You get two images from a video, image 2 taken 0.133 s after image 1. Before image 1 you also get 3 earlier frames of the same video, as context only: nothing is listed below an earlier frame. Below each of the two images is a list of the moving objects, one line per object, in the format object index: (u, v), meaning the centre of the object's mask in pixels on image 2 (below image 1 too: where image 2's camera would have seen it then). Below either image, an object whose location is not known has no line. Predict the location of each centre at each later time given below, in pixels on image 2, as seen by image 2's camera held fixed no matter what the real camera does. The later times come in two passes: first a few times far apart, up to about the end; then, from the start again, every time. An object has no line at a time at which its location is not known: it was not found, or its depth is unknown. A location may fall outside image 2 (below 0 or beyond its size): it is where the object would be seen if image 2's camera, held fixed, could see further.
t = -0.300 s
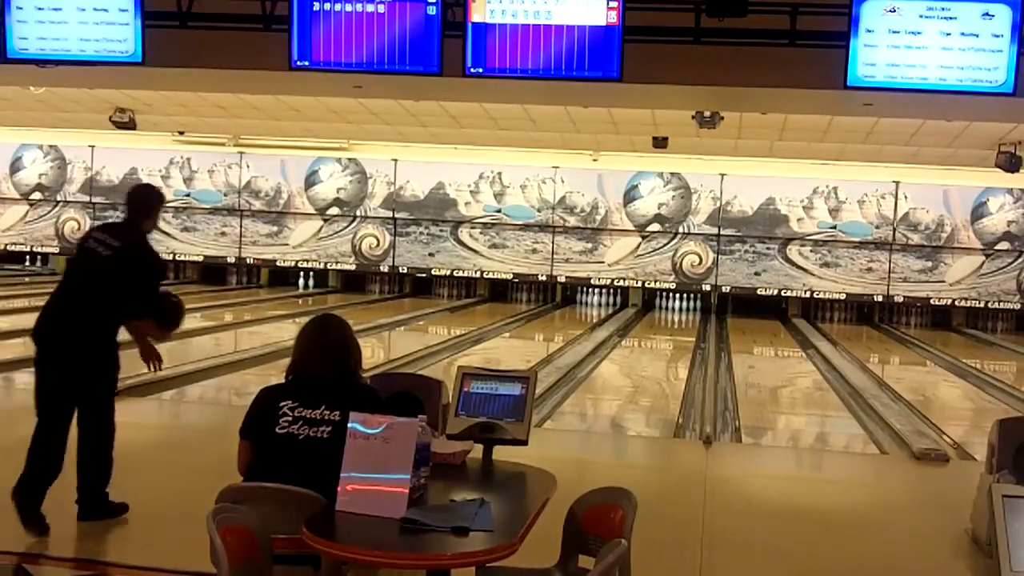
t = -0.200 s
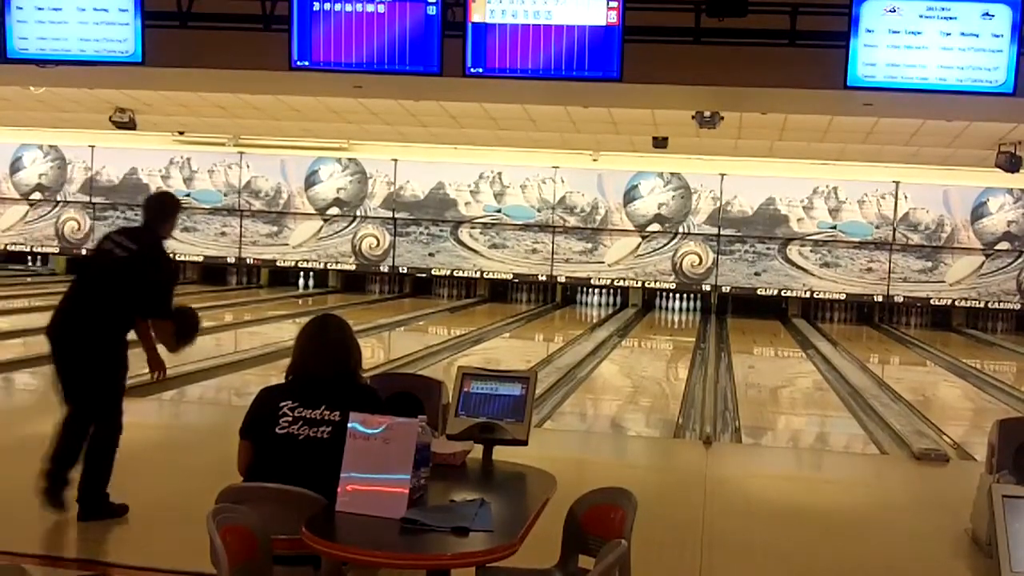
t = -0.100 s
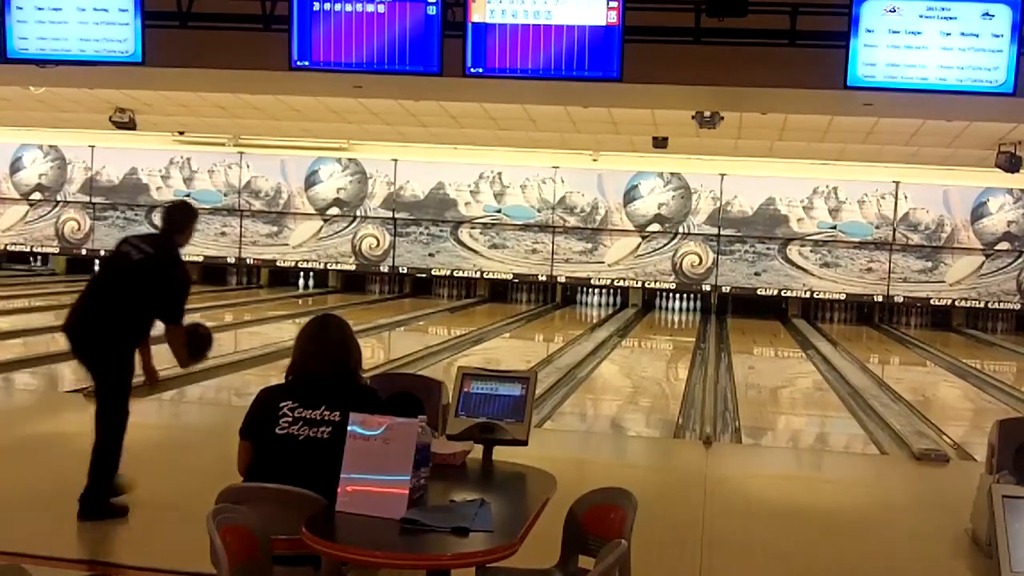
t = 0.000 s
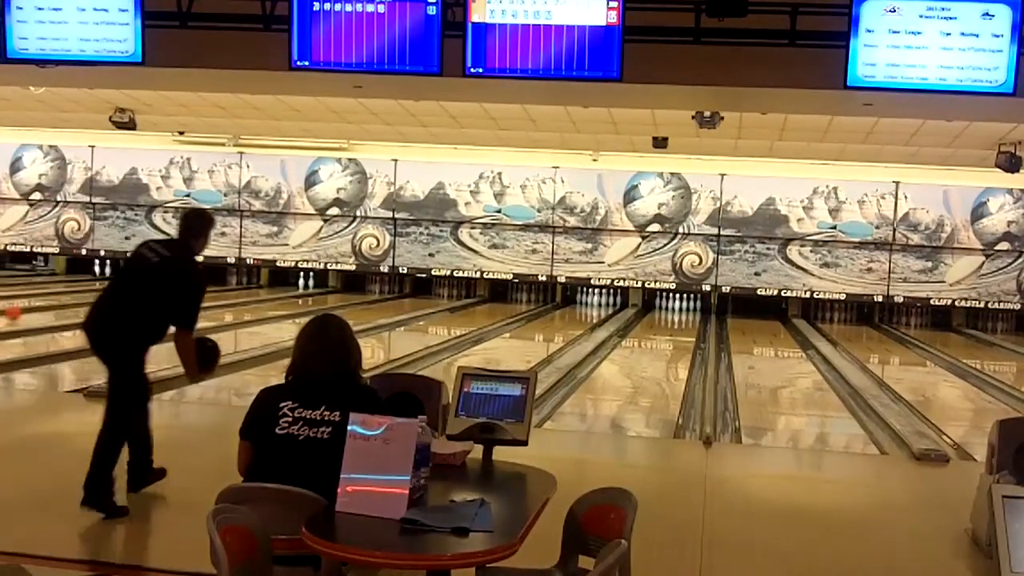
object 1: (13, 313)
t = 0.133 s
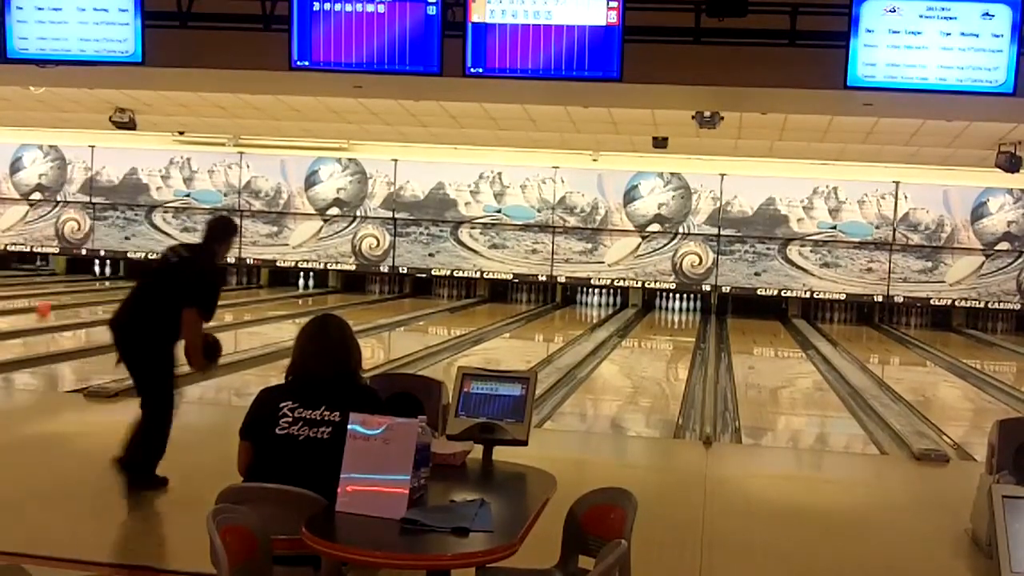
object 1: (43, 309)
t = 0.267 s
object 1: (70, 307)
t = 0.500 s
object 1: (111, 302)
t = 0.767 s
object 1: (154, 299)
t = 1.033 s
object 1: (190, 294)
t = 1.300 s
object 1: (222, 291)
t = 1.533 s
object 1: (246, 288)
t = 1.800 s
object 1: (271, 286)
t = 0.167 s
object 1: (50, 309)
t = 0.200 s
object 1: (57, 309)
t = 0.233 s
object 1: (62, 308)
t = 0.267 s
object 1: (70, 307)
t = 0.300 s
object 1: (76, 307)
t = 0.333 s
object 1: (82, 306)
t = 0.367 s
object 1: (89, 306)
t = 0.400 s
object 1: (95, 304)
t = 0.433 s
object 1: (99, 304)
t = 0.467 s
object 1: (106, 303)
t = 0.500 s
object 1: (111, 302)
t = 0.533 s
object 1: (117, 301)
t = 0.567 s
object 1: (123, 301)
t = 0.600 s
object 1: (129, 300)
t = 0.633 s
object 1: (134, 300)
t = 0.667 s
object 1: (139, 300)
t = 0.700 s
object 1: (144, 300)
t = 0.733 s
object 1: (148, 299)
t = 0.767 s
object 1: (154, 299)
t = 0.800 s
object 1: (159, 298)
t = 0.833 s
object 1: (164, 298)
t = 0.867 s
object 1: (168, 297)
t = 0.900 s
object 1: (172, 297)
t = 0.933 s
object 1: (177, 297)
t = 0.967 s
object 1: (181, 296)
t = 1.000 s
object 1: (185, 295)
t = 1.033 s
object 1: (190, 294)
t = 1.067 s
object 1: (197, 294)
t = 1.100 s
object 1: (199, 294)
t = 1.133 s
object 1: (203, 293)
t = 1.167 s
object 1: (207, 293)
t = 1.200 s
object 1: (211, 293)
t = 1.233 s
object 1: (215, 292)
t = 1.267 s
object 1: (219, 291)
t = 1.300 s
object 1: (222, 291)
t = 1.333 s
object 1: (226, 290)
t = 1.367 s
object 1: (229, 290)
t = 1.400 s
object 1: (234, 290)
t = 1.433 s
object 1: (237, 289)
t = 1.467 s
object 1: (239, 289)
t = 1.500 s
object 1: (243, 289)
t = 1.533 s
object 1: (246, 288)
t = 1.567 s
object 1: (249, 288)
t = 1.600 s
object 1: (253, 288)
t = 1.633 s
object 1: (256, 288)
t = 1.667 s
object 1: (259, 287)
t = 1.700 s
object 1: (262, 287)
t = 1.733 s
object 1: (265, 287)
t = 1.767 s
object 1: (268, 286)
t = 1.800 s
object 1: (271, 286)
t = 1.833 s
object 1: (274, 286)
